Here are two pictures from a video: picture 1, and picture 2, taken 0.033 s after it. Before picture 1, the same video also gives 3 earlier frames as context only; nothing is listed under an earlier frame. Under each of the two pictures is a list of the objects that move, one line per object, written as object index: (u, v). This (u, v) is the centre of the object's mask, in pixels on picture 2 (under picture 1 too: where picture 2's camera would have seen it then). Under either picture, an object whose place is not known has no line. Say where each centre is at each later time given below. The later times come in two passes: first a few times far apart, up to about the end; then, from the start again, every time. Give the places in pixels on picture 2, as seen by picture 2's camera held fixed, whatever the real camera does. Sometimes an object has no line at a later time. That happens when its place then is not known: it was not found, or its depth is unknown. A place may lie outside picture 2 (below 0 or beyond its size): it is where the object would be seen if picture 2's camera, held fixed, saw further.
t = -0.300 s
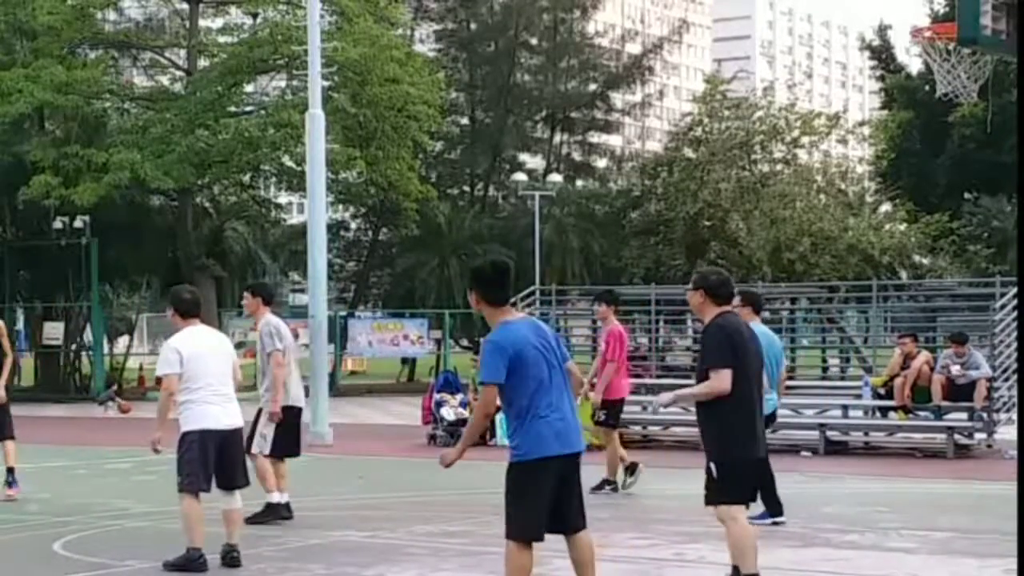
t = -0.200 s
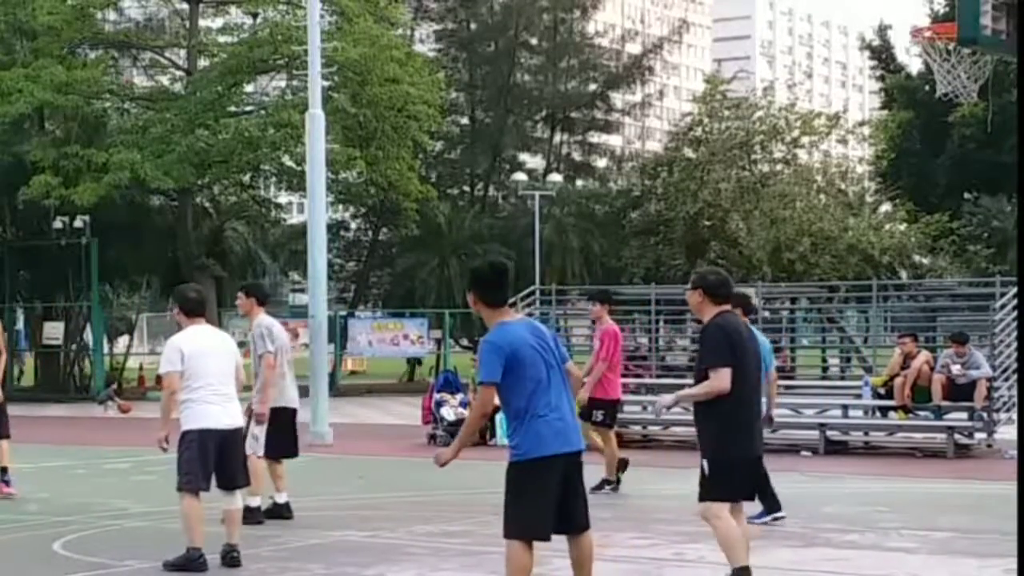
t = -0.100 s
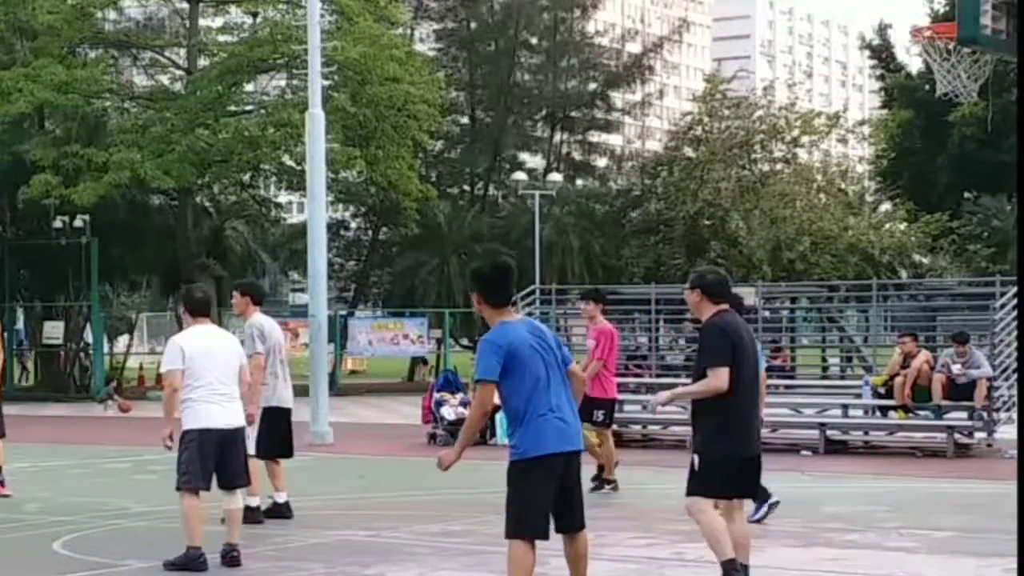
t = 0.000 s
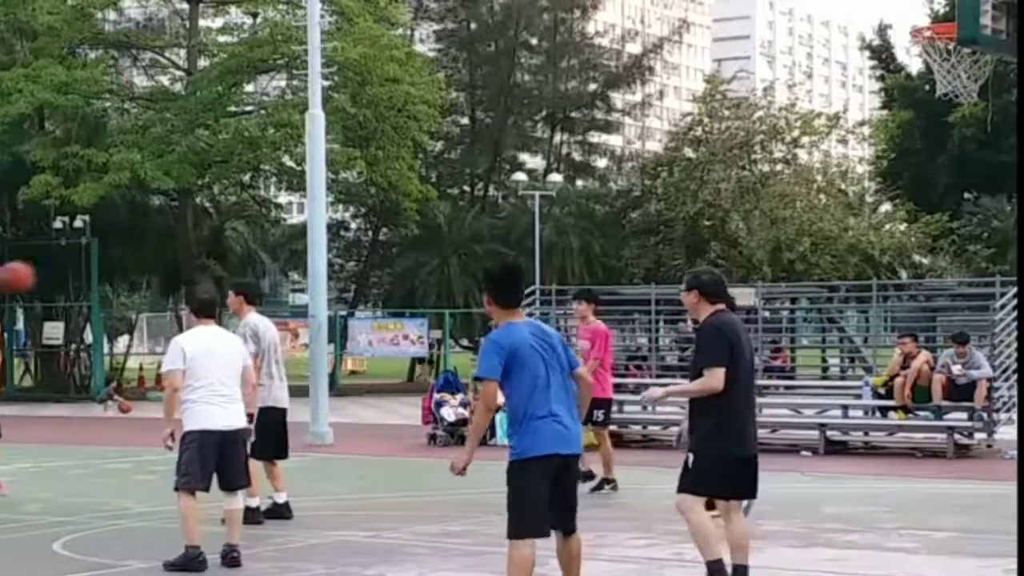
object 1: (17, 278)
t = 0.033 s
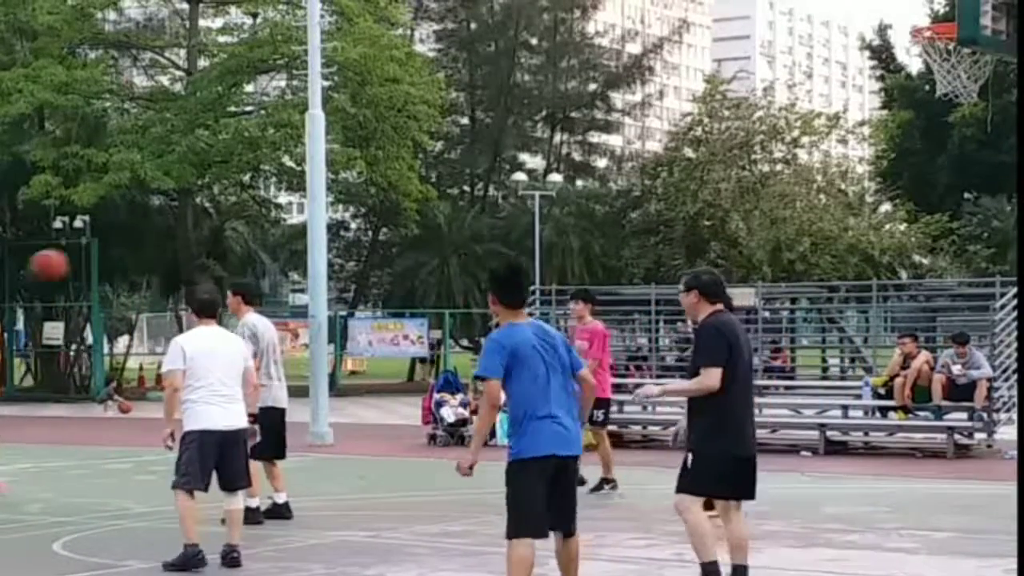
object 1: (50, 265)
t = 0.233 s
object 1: (235, 222)
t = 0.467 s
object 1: (425, 235)
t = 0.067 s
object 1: (82, 253)
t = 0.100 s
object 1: (114, 245)
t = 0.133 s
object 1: (146, 237)
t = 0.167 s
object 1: (175, 230)
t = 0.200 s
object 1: (205, 225)
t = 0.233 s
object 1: (235, 222)
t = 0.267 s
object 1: (263, 219)
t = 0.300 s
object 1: (291, 218)
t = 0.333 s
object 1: (320, 220)
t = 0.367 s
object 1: (346, 221)
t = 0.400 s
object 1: (373, 224)
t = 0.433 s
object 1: (399, 230)
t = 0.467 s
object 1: (425, 235)
